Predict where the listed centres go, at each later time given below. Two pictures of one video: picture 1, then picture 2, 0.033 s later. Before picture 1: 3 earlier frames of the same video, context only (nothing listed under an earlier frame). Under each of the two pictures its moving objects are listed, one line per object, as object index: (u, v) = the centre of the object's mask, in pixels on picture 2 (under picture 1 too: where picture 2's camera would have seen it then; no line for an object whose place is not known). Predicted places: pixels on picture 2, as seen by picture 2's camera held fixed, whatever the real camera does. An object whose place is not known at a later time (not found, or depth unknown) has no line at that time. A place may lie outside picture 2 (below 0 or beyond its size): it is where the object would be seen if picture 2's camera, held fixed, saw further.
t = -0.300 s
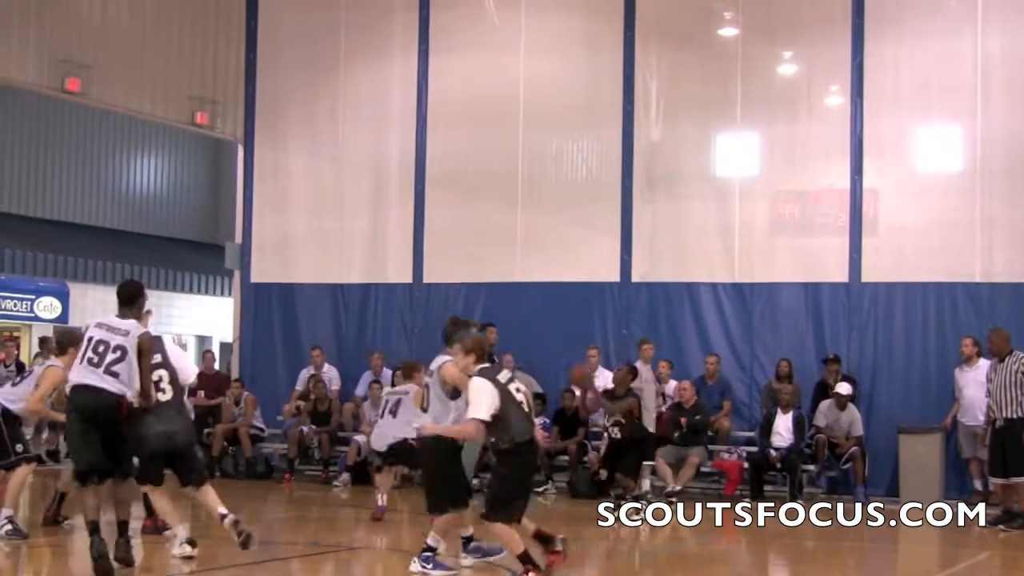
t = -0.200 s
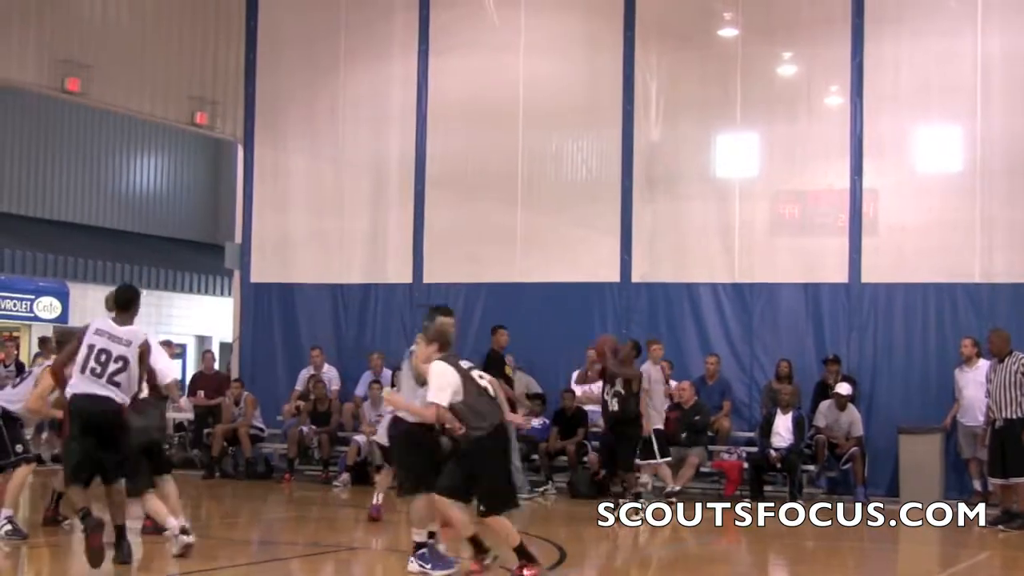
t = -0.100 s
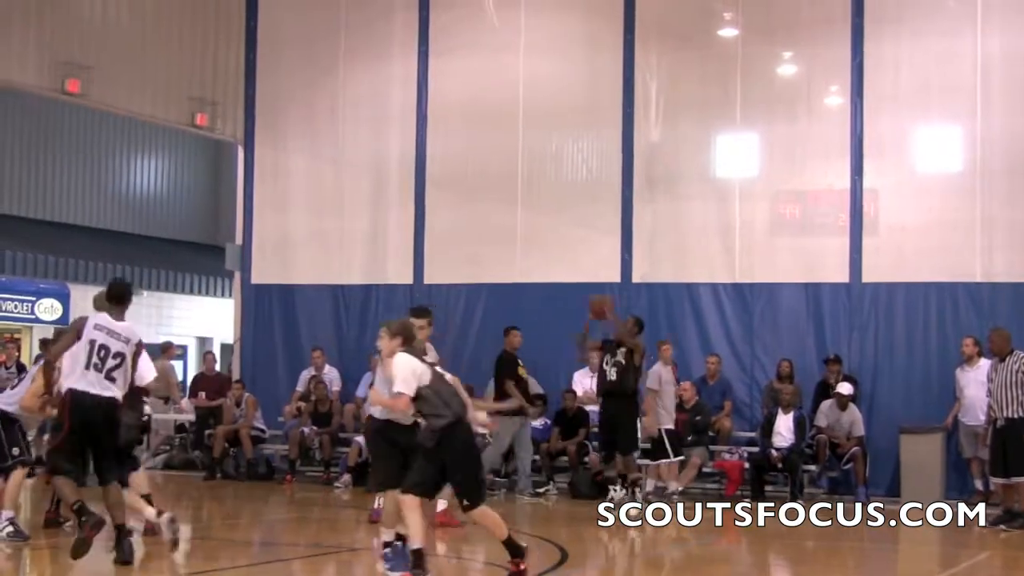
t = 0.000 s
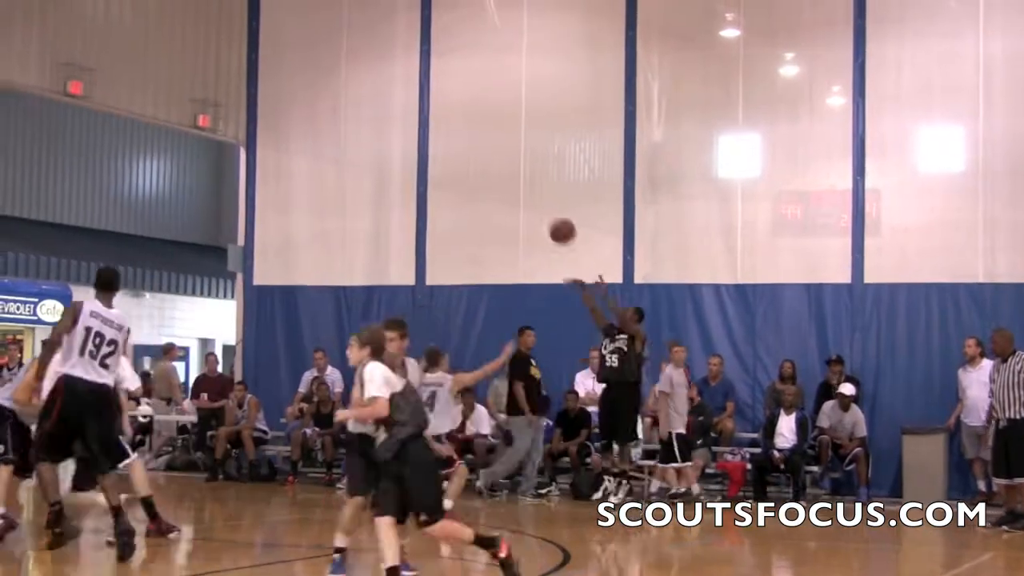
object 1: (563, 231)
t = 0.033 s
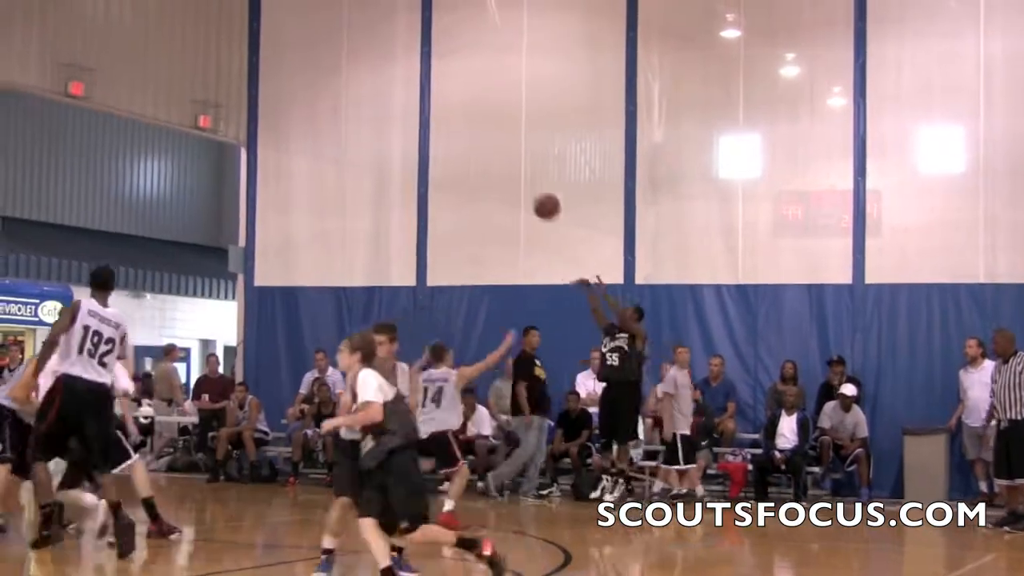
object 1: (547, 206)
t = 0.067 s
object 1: (530, 182)
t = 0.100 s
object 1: (512, 158)
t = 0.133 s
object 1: (494, 136)
